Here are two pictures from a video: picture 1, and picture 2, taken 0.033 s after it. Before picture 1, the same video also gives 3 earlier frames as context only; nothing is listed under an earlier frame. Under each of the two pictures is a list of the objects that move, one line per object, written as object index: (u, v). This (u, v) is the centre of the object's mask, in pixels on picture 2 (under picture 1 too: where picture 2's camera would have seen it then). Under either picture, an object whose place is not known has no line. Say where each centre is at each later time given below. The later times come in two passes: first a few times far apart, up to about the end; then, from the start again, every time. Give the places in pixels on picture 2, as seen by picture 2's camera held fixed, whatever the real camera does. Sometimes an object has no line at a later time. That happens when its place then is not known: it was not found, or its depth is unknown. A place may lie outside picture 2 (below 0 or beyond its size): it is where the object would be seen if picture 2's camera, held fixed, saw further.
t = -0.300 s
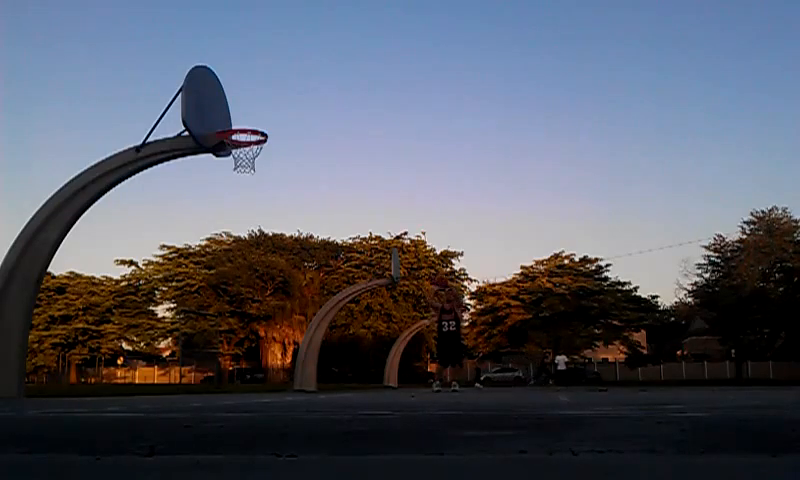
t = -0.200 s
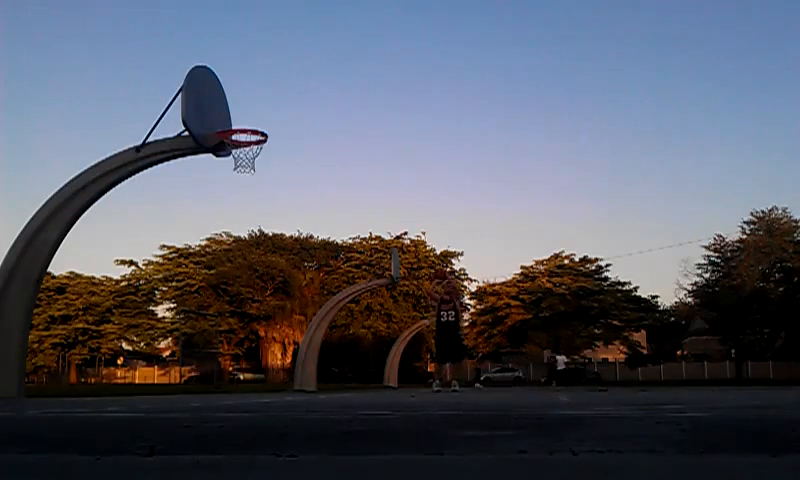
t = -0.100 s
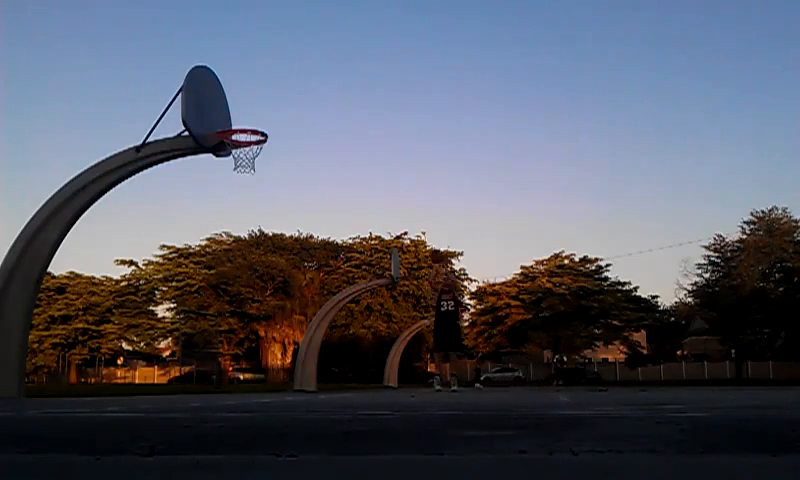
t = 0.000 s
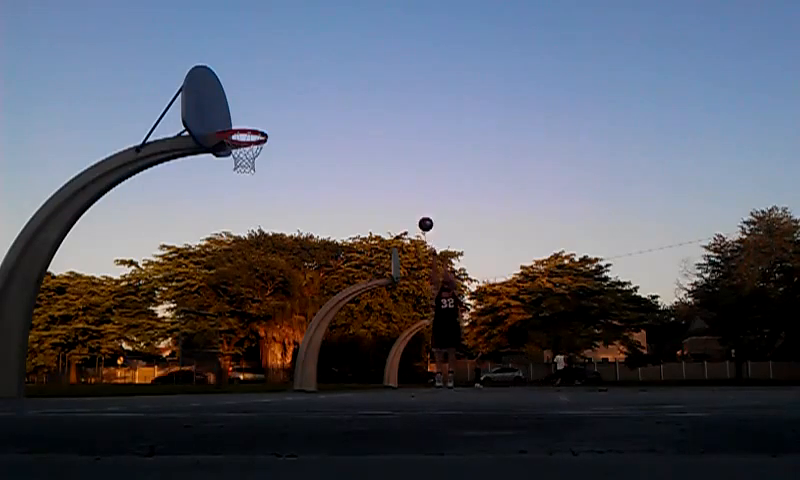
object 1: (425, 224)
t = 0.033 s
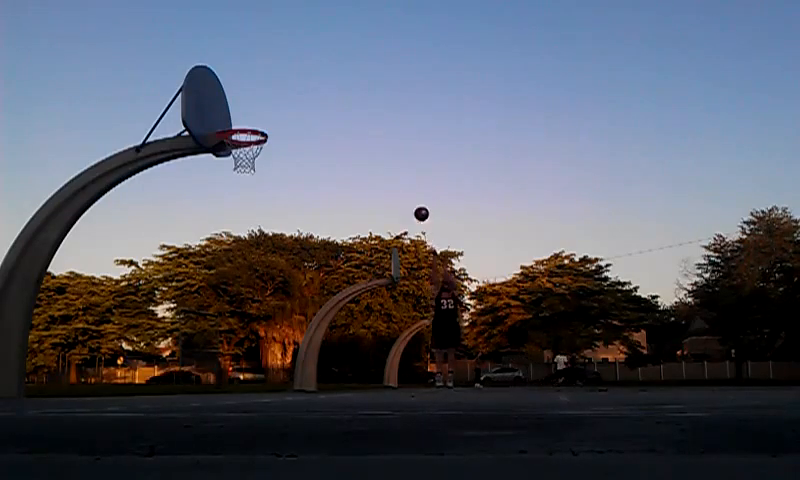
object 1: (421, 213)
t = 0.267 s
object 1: (388, 154)
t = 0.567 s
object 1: (338, 117)
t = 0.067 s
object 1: (417, 204)
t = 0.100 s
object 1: (412, 194)
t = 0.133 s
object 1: (408, 185)
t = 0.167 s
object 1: (403, 176)
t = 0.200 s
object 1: (398, 169)
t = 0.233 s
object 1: (393, 161)
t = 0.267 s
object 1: (388, 154)
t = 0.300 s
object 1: (383, 147)
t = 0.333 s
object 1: (378, 141)
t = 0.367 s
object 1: (373, 136)
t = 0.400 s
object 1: (367, 131)
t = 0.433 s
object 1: (362, 127)
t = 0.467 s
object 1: (356, 123)
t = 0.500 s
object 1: (350, 120)
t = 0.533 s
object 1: (344, 118)
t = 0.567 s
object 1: (338, 117)
